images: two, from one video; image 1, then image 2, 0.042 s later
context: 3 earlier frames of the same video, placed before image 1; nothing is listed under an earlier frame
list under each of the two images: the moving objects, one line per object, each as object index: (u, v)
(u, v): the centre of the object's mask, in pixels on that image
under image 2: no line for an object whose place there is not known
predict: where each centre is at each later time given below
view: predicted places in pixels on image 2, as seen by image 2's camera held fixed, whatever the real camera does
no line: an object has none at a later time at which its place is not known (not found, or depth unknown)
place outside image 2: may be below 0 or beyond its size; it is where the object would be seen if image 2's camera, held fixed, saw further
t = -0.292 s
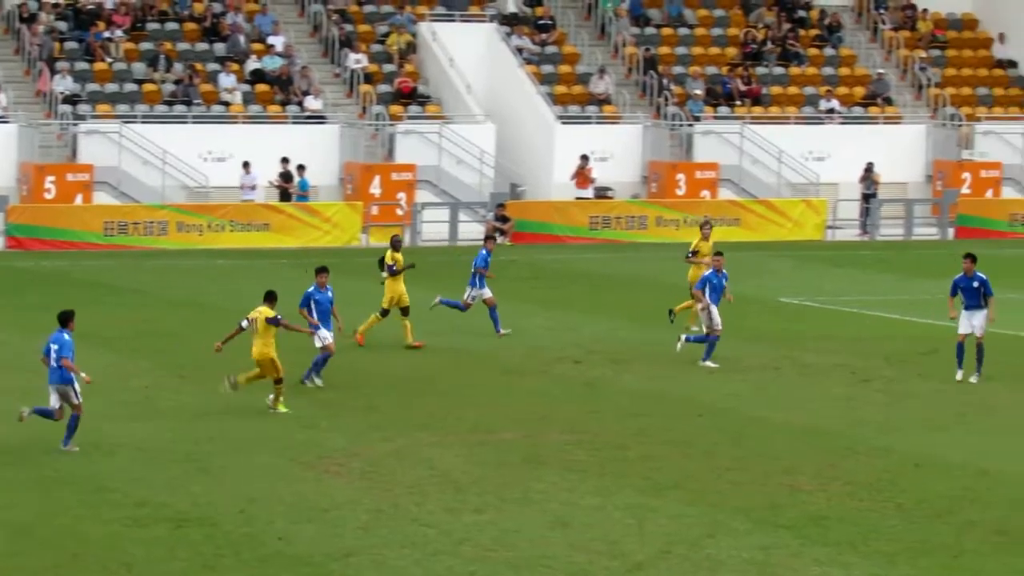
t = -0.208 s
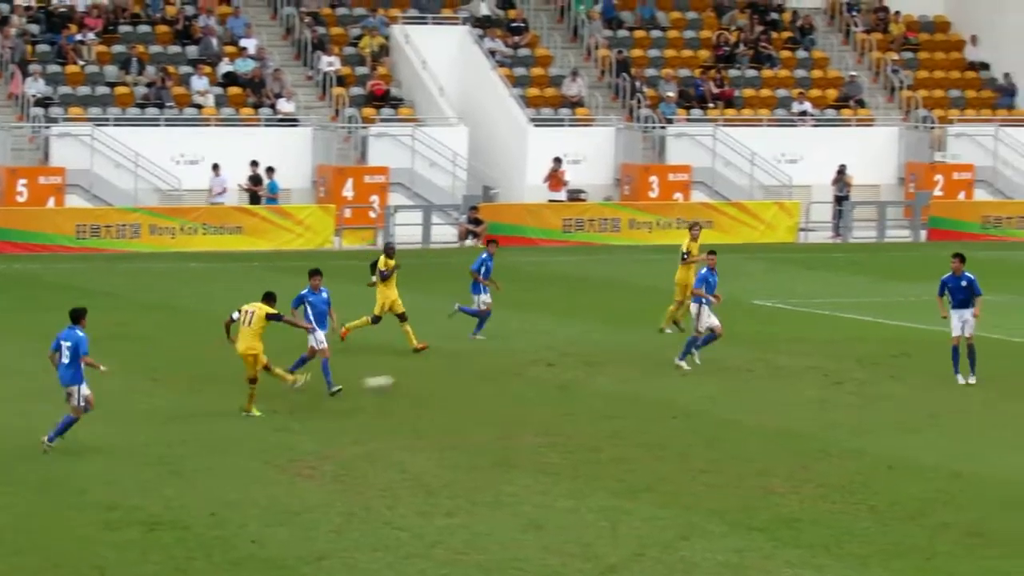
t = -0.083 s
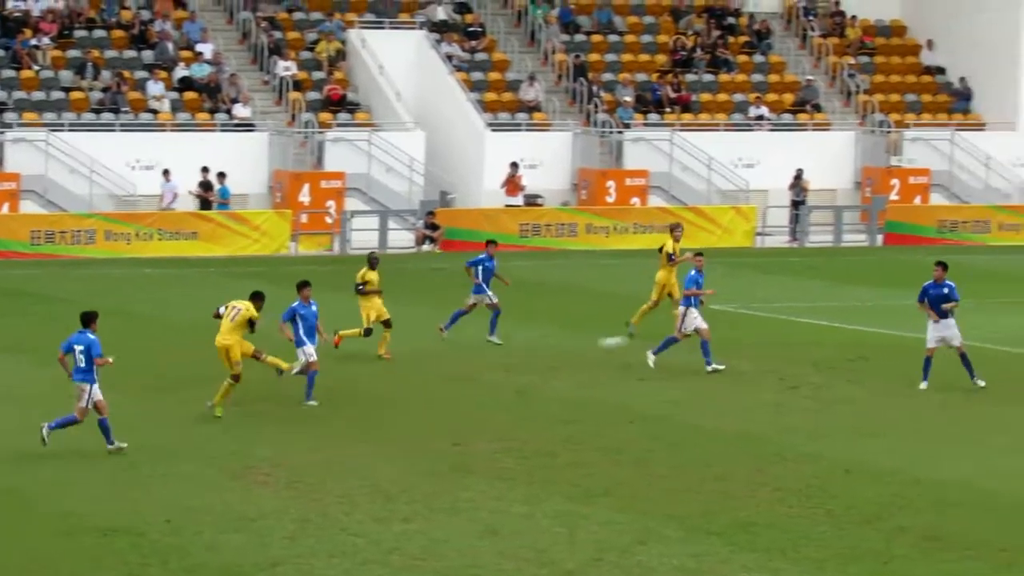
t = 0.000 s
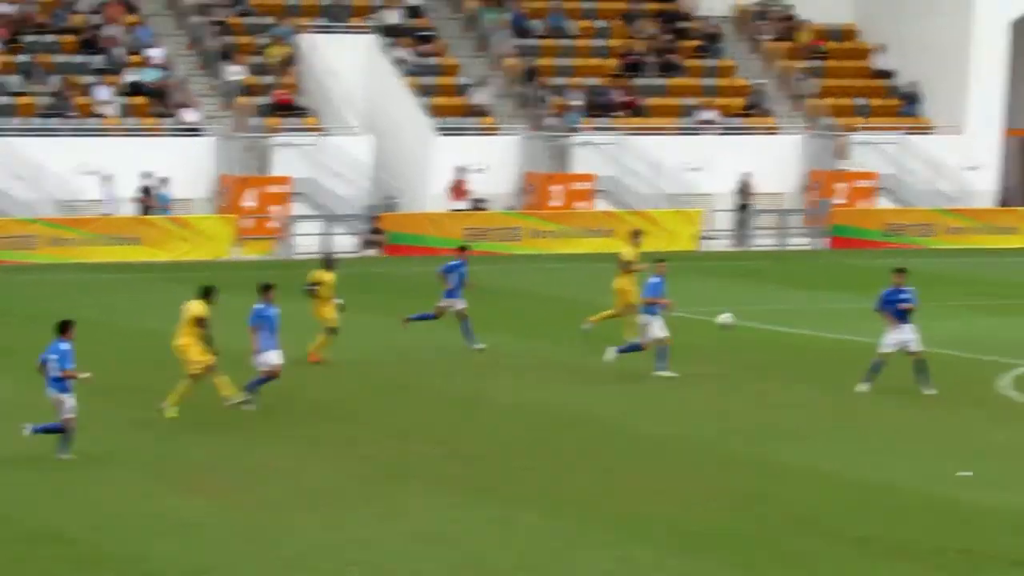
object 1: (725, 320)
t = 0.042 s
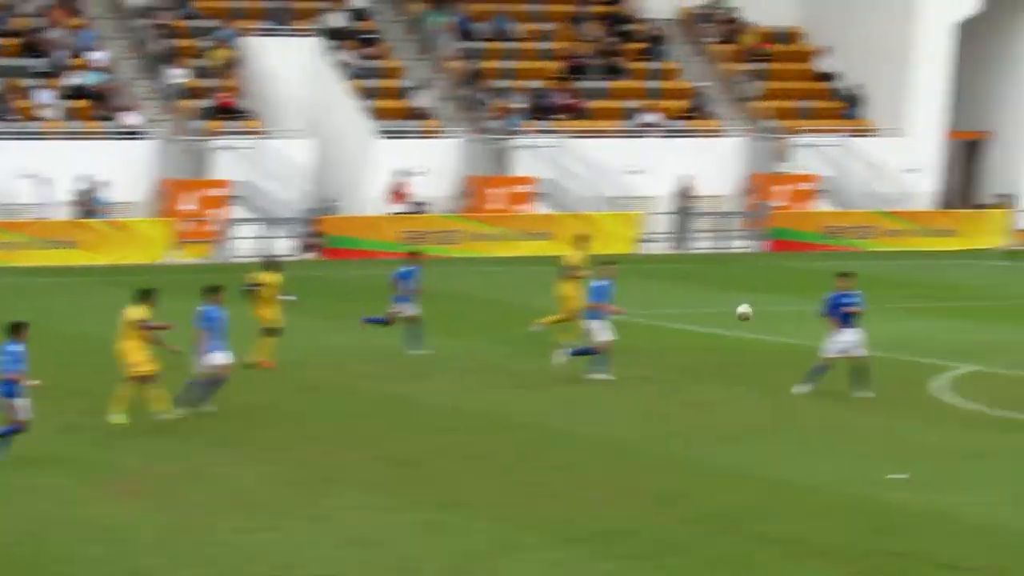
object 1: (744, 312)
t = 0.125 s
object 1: (904, 293)
